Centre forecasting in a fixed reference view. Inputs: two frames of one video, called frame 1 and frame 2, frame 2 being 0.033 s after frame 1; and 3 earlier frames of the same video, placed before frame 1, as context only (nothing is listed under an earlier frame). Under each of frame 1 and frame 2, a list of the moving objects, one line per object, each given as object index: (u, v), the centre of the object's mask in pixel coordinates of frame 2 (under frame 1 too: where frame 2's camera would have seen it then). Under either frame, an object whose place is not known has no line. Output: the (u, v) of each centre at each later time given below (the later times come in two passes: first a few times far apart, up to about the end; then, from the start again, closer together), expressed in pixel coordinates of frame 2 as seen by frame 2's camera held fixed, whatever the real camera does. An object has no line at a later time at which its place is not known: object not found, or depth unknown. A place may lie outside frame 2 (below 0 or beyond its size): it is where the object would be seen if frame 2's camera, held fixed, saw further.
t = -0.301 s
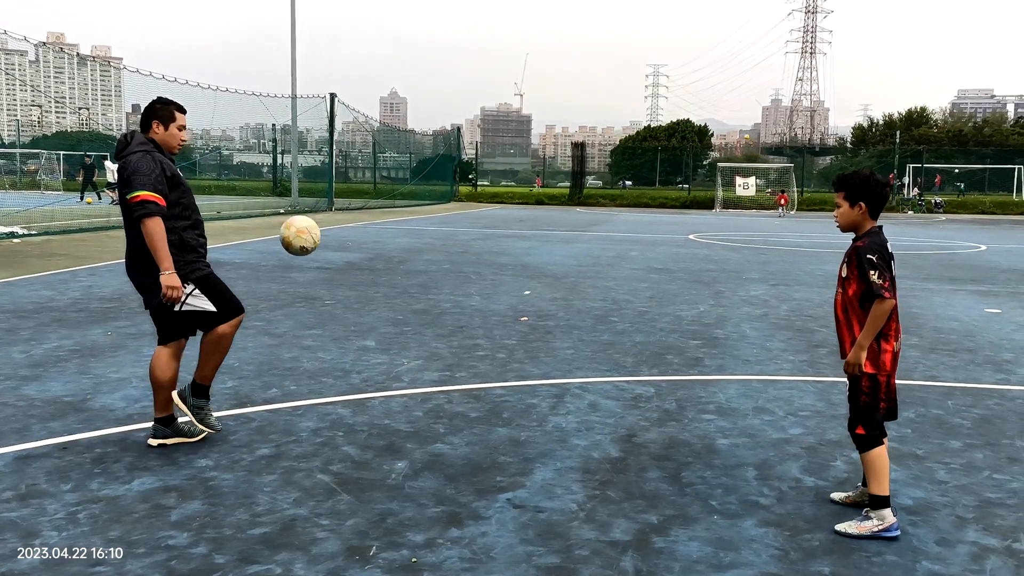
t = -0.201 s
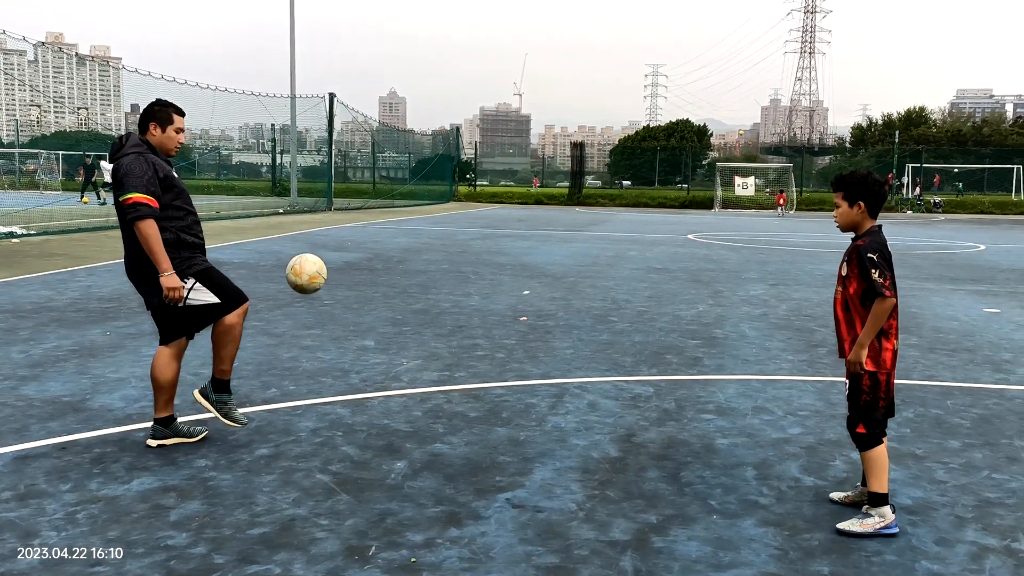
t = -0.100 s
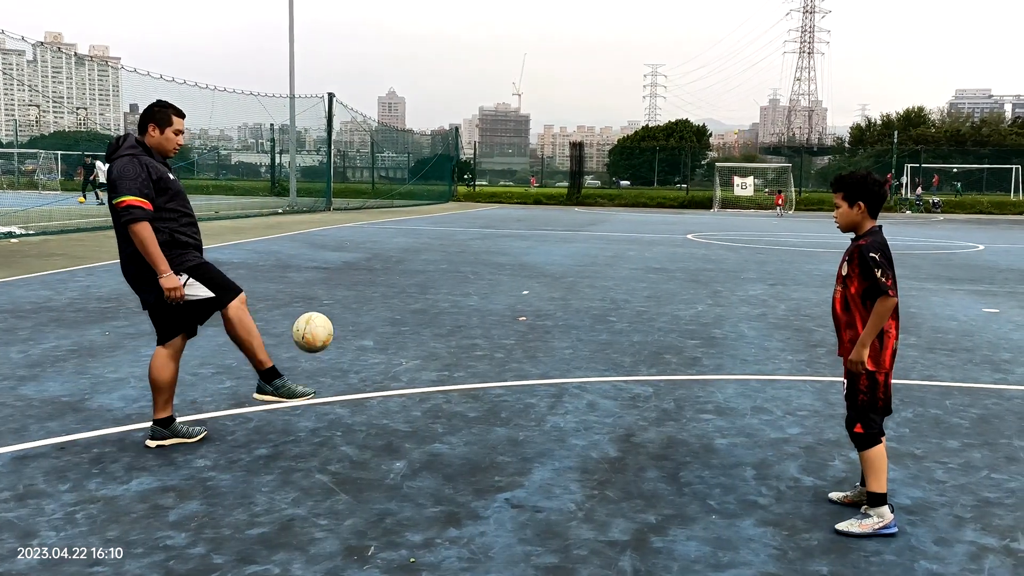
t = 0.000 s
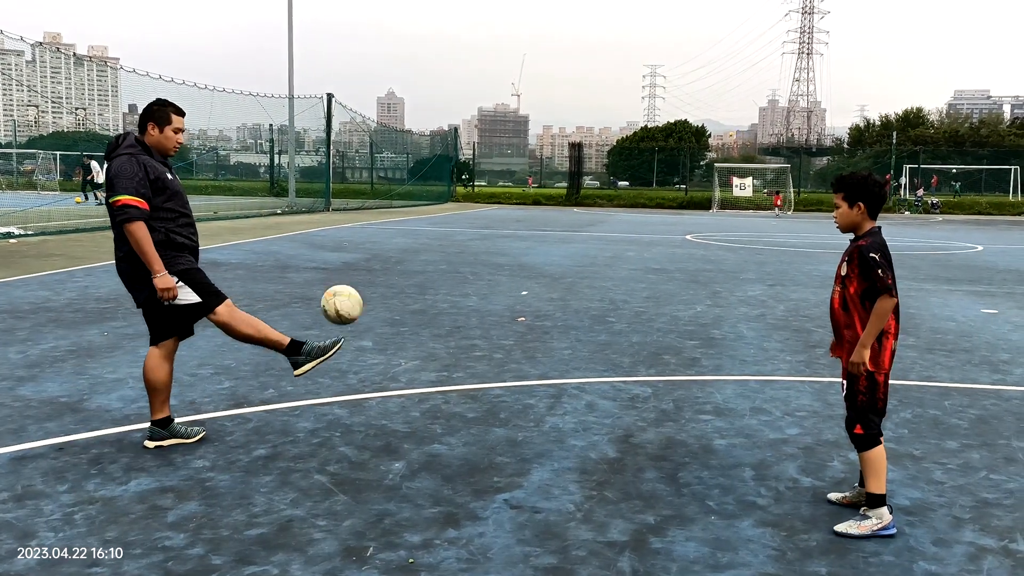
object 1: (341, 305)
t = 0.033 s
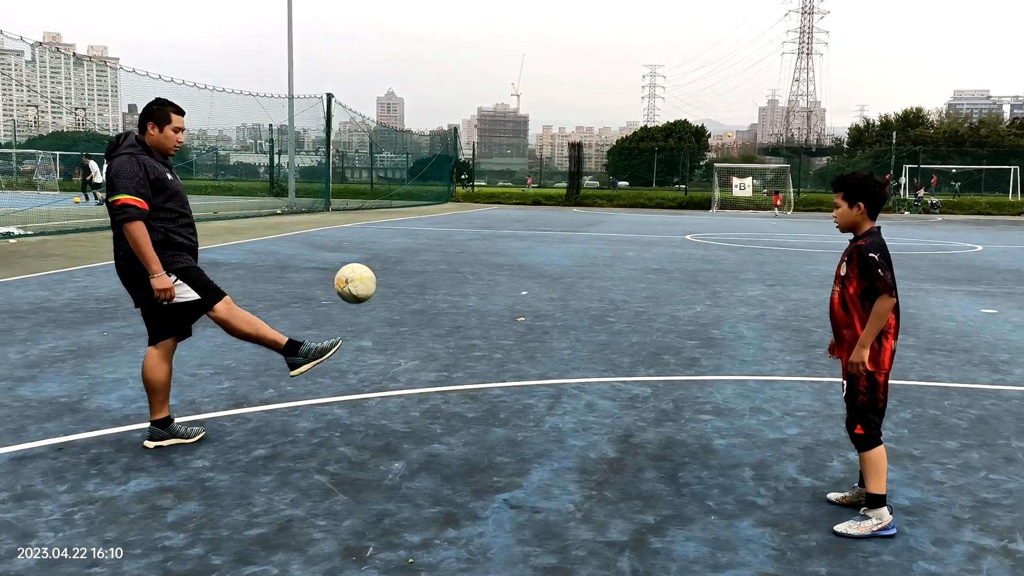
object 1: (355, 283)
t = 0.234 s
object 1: (443, 194)
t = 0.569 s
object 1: (604, 227)
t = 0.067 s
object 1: (369, 264)
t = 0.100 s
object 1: (383, 246)
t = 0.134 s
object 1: (398, 230)
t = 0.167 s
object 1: (413, 216)
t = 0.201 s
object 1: (428, 204)
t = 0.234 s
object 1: (443, 194)
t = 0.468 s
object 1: (554, 190)
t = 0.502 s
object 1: (571, 200)
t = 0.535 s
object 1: (587, 212)
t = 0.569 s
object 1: (604, 227)
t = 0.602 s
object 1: (622, 245)
